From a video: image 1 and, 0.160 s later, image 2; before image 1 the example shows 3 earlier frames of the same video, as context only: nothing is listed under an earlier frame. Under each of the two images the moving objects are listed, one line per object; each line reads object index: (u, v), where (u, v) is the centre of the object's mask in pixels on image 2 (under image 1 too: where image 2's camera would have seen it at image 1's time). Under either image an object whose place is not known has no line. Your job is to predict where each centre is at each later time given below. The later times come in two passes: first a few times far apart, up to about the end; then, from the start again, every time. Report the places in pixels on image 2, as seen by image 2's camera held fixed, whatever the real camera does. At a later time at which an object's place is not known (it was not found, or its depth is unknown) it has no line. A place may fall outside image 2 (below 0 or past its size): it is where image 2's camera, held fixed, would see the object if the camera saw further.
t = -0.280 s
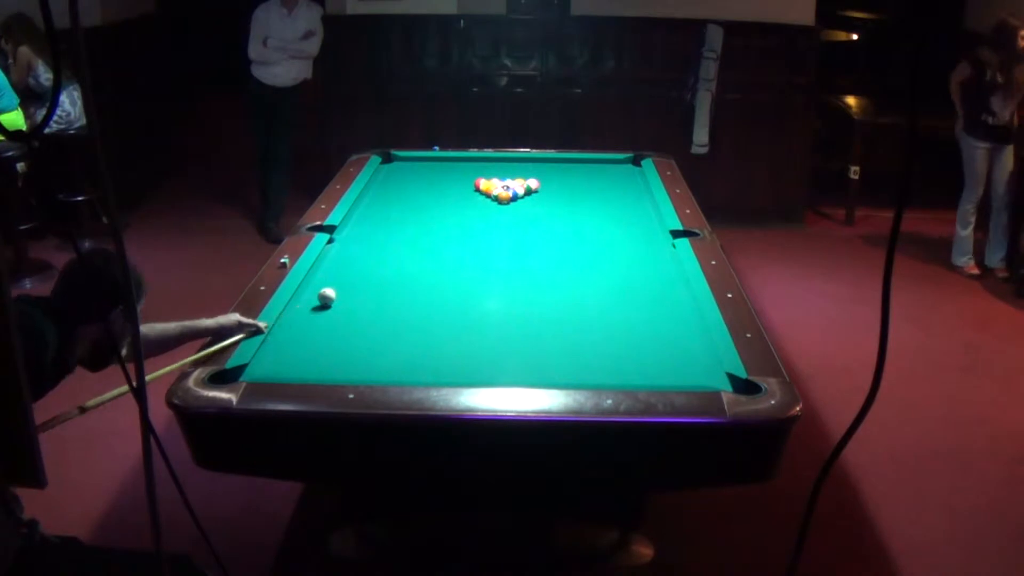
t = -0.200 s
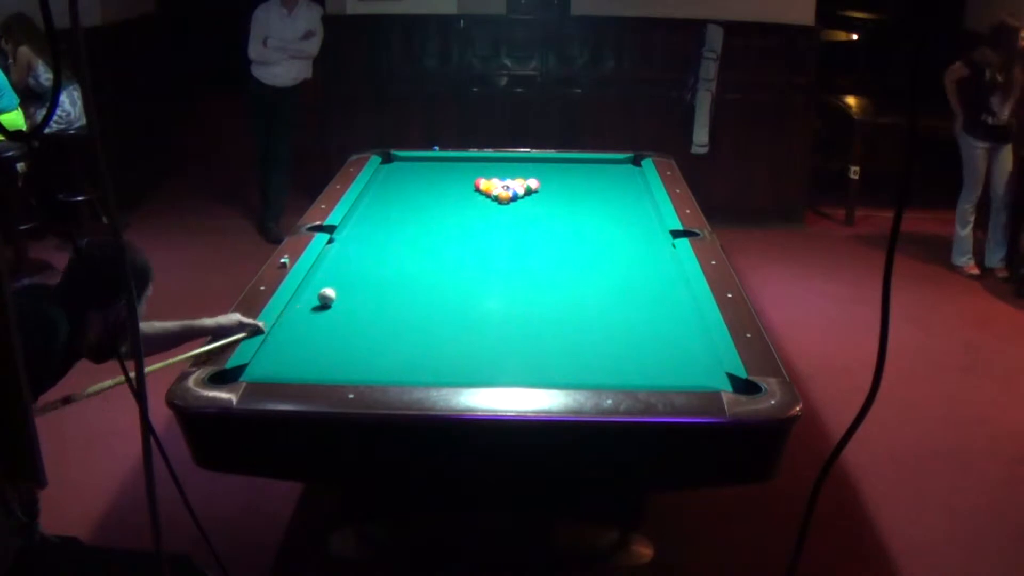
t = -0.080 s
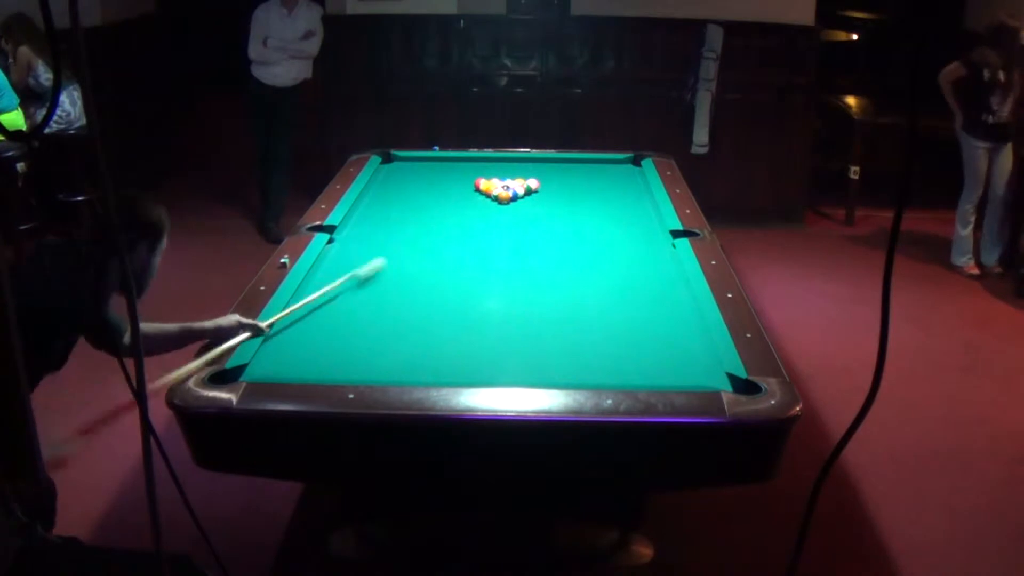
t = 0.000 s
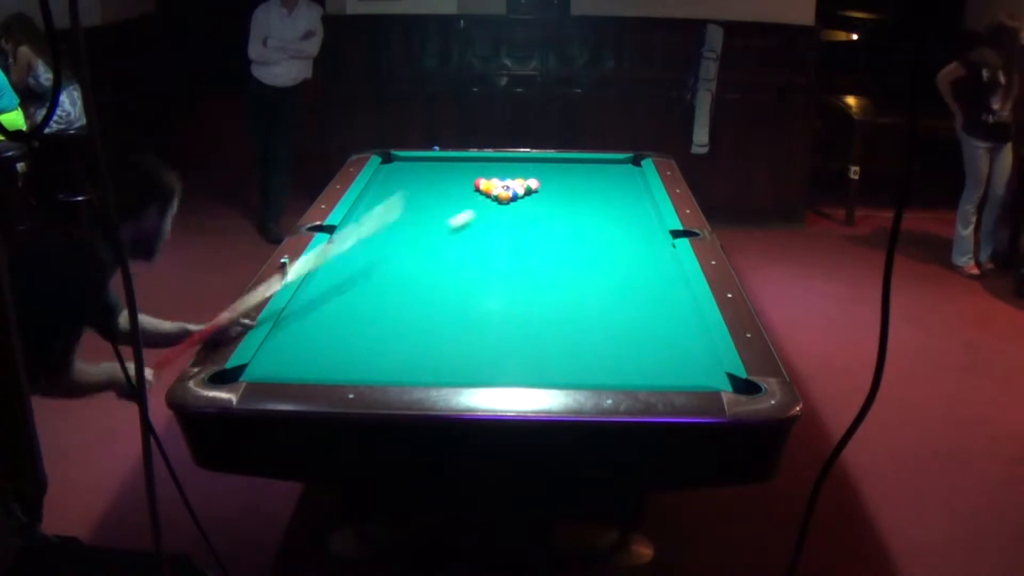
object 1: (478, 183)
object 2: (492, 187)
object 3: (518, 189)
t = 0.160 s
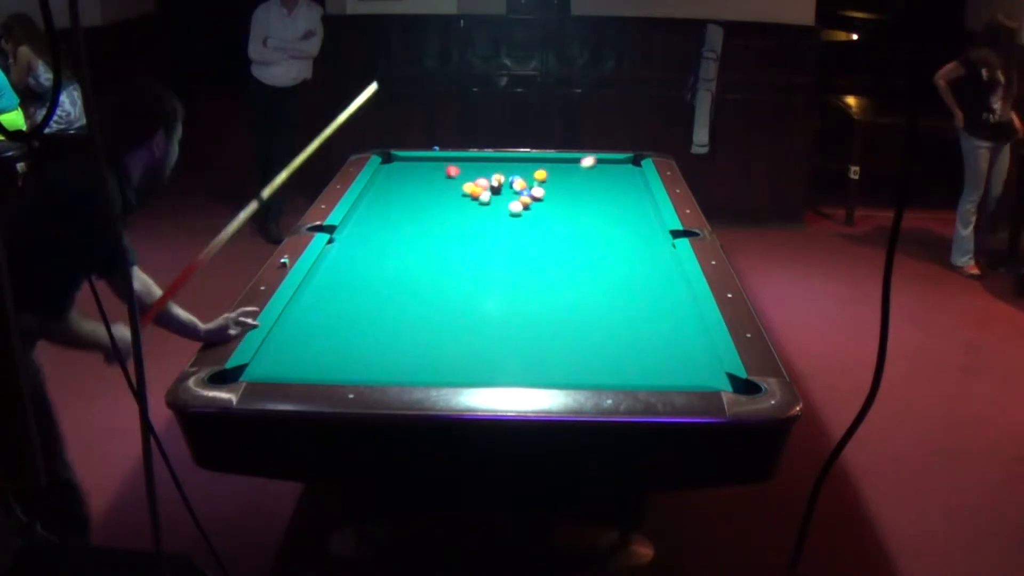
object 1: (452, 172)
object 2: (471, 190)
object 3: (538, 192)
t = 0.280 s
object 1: (430, 162)
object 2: (454, 190)
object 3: (555, 196)
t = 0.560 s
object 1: (386, 168)
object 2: (418, 193)
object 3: (594, 201)
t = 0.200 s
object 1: (444, 168)
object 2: (467, 191)
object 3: (542, 194)
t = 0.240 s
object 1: (437, 165)
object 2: (458, 189)
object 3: (548, 194)
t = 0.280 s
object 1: (430, 162)
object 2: (454, 190)
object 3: (555, 196)
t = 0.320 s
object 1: (423, 159)
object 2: (449, 191)
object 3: (560, 196)
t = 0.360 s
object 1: (417, 159)
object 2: (443, 191)
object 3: (566, 197)
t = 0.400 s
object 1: (410, 161)
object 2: (438, 191)
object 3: (571, 198)
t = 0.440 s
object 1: (404, 163)
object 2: (433, 191)
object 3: (577, 199)
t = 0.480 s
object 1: (398, 164)
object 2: (428, 191)
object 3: (583, 200)
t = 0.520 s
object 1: (392, 166)
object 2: (423, 193)
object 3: (588, 200)
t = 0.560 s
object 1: (386, 168)
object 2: (418, 193)
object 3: (594, 201)
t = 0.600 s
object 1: (382, 170)
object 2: (413, 194)
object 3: (599, 202)
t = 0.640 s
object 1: (384, 172)
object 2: (408, 194)
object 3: (605, 203)
